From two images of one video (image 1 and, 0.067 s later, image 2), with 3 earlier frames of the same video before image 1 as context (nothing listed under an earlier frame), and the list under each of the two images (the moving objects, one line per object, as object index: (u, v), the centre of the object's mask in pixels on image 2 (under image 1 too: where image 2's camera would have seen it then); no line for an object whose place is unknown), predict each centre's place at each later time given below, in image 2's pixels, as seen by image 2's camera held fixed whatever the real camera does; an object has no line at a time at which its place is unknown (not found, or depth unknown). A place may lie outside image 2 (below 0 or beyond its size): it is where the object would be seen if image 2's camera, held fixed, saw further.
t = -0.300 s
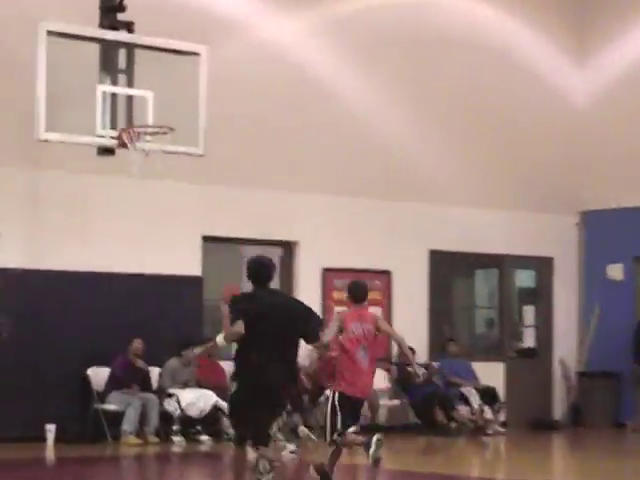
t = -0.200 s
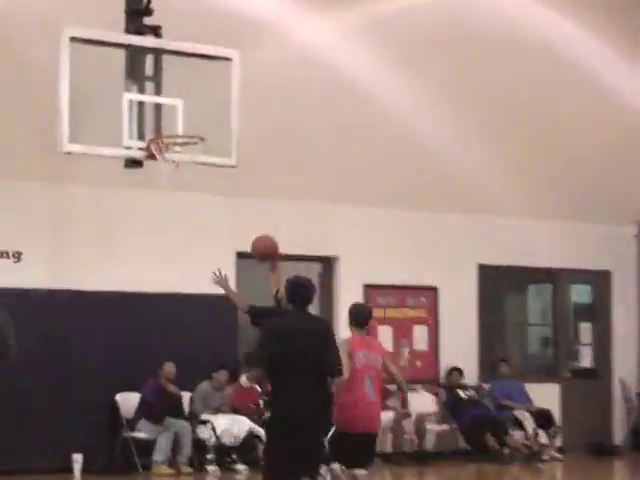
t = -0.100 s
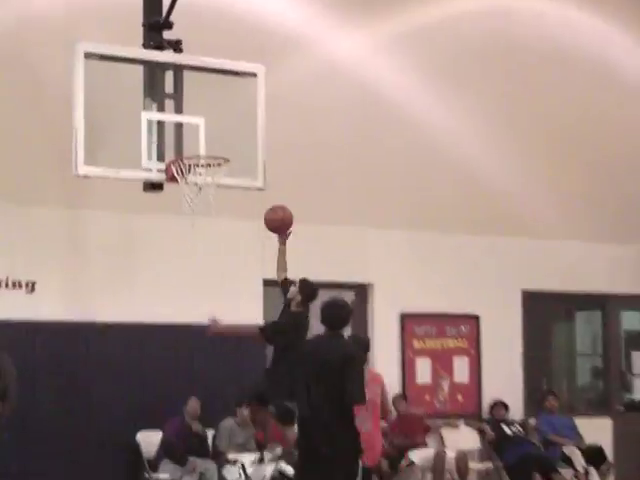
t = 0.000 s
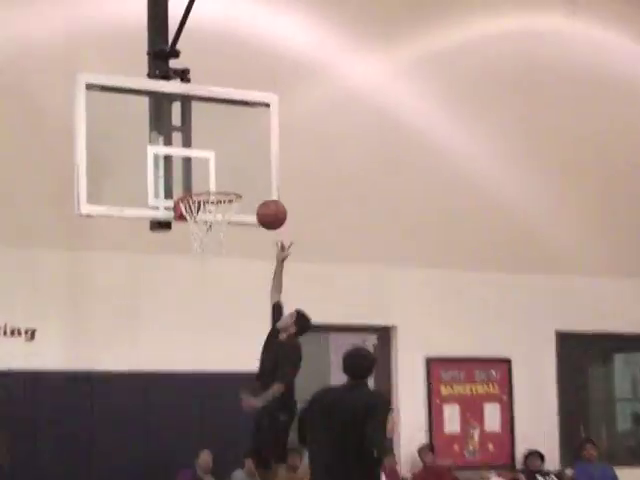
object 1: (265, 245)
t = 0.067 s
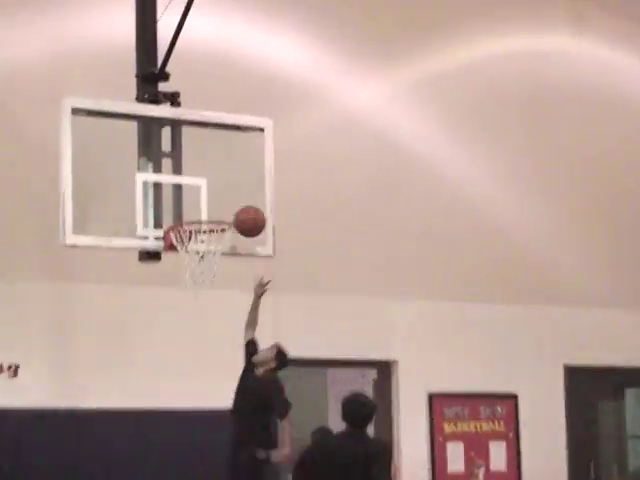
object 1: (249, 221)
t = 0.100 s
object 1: (242, 212)
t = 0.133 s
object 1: (234, 204)
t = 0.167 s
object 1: (230, 198)
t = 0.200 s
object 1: (230, 194)
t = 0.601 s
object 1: (254, 206)
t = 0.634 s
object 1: (258, 210)
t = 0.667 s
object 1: (262, 215)
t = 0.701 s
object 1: (266, 221)
